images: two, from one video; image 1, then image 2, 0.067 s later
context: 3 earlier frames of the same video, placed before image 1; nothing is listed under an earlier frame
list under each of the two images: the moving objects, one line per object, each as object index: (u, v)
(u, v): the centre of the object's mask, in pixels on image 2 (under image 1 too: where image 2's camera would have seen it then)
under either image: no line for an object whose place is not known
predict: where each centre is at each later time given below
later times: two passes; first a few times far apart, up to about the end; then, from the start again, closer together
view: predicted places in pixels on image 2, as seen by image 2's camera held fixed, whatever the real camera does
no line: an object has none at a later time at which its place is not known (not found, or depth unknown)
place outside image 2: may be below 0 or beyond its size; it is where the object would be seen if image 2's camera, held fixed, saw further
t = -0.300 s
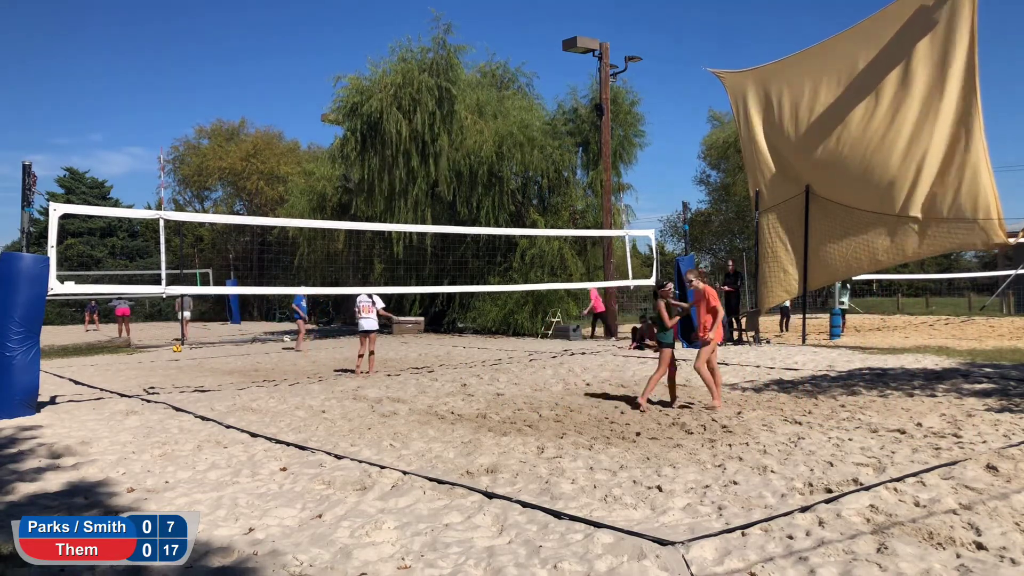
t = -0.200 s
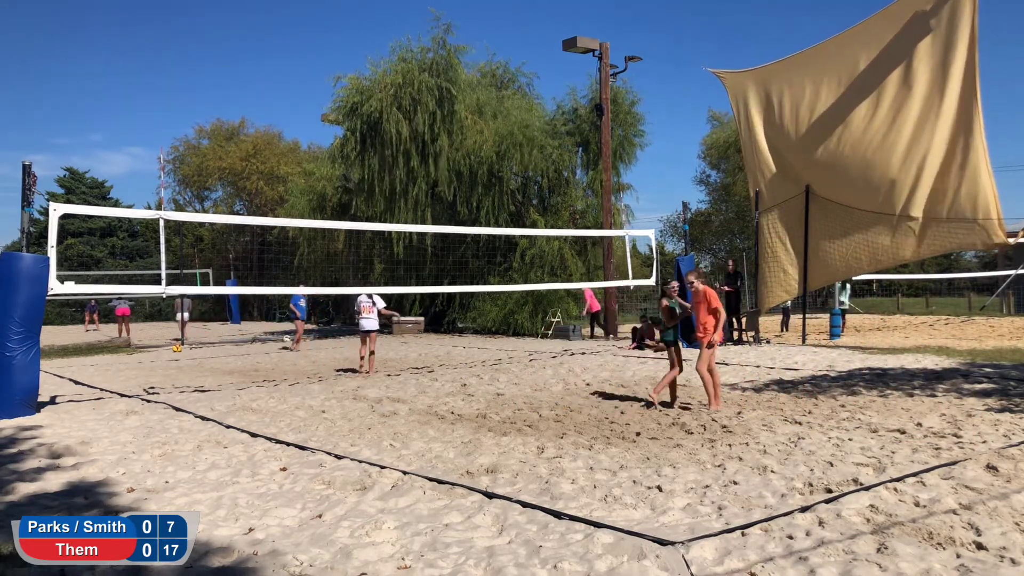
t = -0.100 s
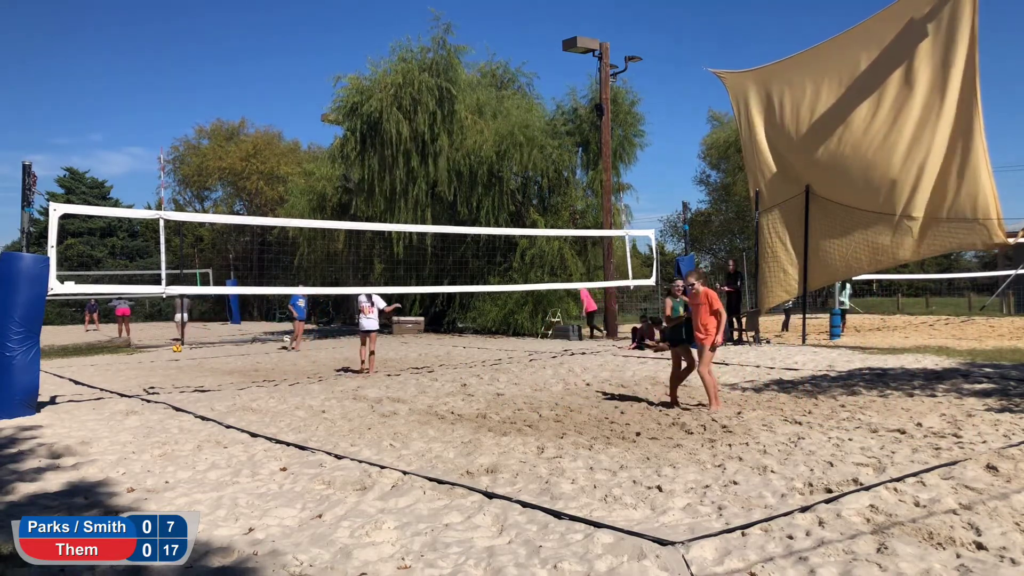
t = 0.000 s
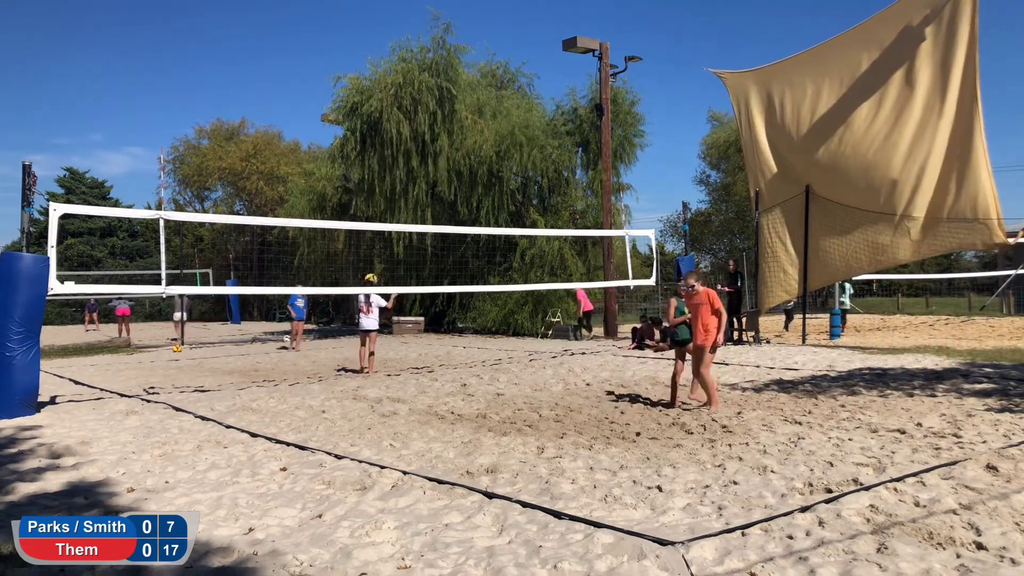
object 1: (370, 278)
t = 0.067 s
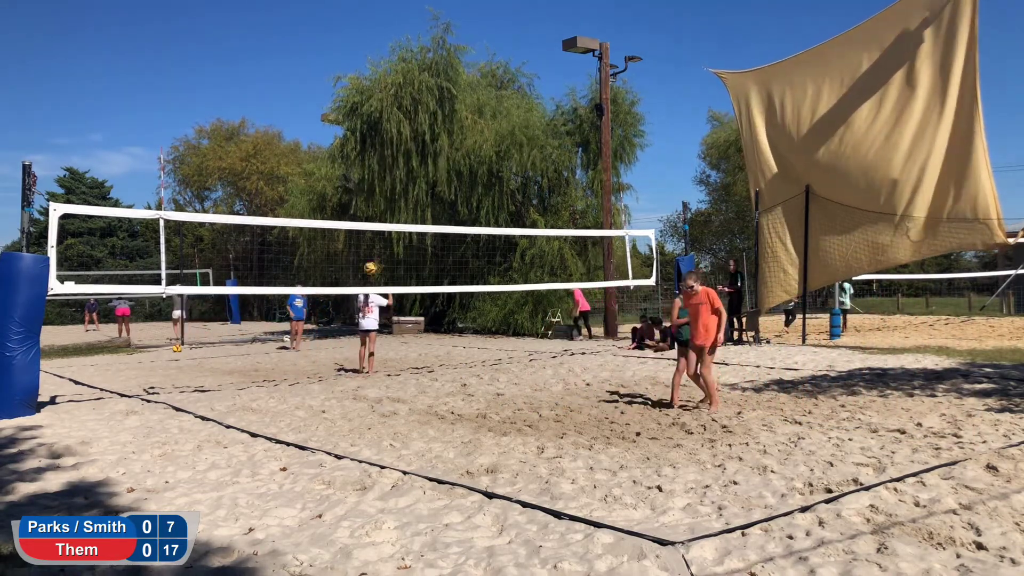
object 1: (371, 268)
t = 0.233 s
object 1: (369, 250)
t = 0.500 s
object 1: (369, 251)
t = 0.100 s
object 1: (370, 263)
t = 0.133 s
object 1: (369, 255)
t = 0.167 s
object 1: (369, 253)
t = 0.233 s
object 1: (369, 250)
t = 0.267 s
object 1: (369, 249)
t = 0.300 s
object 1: (369, 248)
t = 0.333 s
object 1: (369, 247)
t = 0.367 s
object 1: (369, 245)
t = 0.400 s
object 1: (369, 247)
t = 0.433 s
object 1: (369, 248)
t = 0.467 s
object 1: (369, 249)
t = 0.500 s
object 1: (369, 251)
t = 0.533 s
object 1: (369, 254)
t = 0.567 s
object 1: (369, 258)
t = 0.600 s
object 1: (369, 262)
